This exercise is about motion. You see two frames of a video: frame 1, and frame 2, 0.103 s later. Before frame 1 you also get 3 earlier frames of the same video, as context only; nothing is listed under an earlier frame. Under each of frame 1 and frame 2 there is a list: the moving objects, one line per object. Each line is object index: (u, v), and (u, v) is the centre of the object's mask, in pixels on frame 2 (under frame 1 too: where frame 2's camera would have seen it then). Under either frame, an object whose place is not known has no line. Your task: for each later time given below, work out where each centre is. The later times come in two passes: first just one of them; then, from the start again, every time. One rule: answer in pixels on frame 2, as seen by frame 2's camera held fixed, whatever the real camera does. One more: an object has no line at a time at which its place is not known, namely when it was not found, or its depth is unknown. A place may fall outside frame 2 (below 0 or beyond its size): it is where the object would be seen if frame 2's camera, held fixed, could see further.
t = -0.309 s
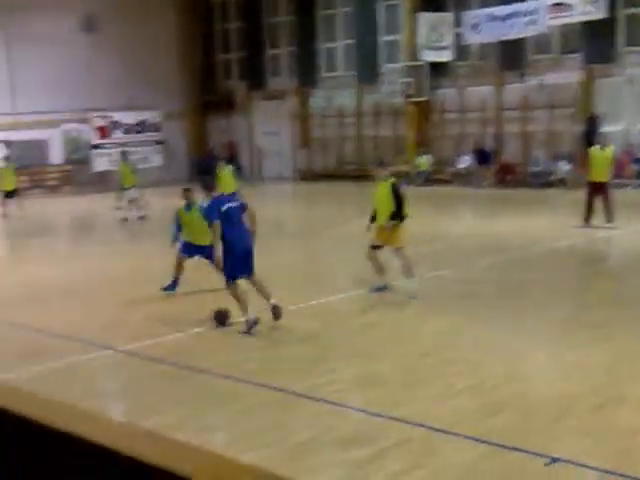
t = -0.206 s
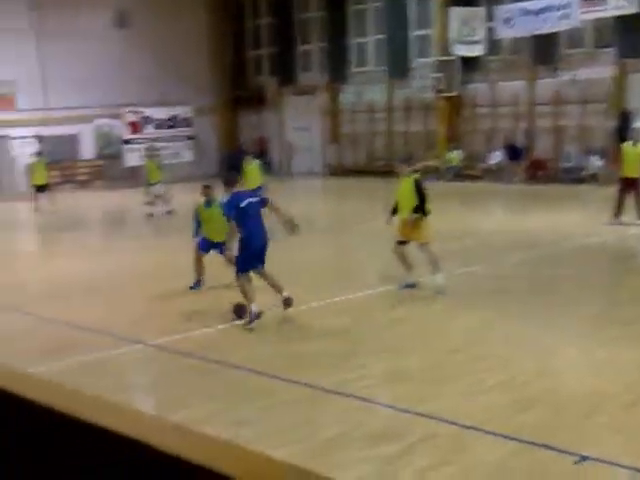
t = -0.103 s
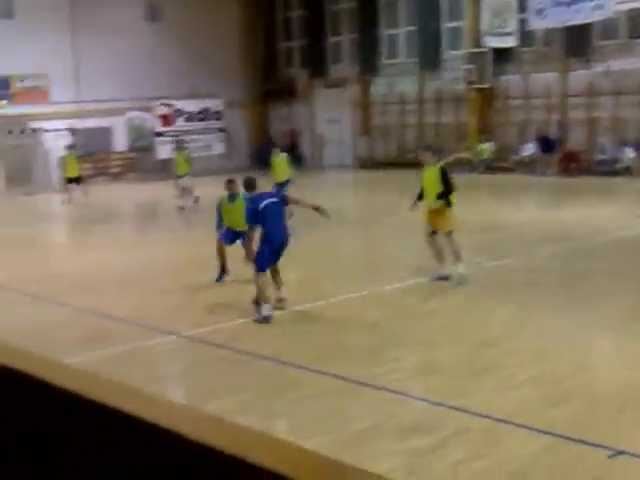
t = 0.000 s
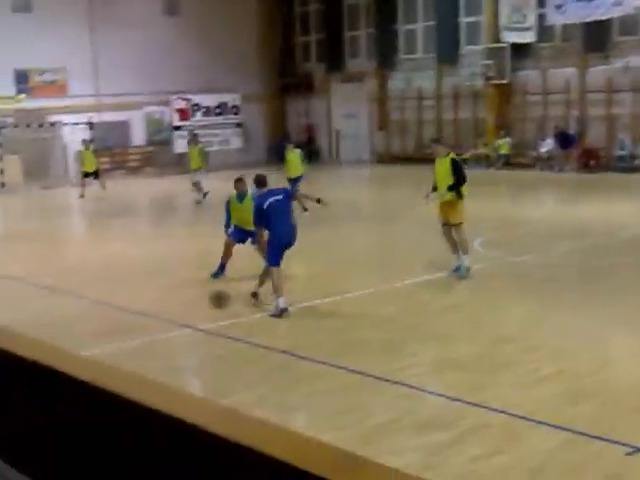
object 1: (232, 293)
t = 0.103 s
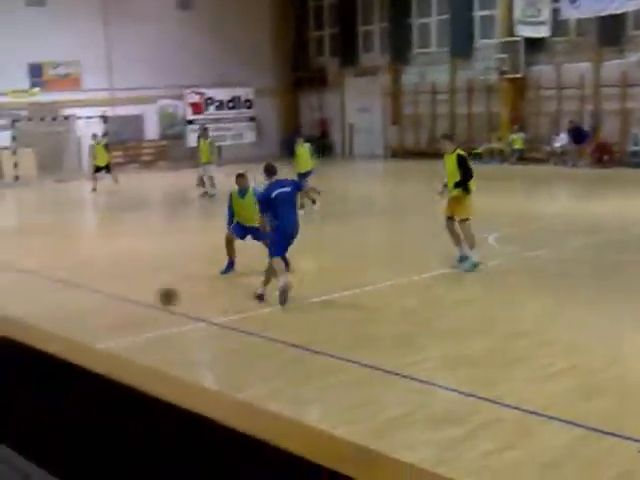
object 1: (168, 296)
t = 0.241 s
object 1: (87, 300)
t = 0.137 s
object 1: (147, 296)
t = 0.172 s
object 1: (127, 297)
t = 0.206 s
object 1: (106, 298)
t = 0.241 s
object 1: (87, 300)
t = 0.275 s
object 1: (69, 299)
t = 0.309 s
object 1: (51, 300)
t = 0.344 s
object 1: (33, 301)
